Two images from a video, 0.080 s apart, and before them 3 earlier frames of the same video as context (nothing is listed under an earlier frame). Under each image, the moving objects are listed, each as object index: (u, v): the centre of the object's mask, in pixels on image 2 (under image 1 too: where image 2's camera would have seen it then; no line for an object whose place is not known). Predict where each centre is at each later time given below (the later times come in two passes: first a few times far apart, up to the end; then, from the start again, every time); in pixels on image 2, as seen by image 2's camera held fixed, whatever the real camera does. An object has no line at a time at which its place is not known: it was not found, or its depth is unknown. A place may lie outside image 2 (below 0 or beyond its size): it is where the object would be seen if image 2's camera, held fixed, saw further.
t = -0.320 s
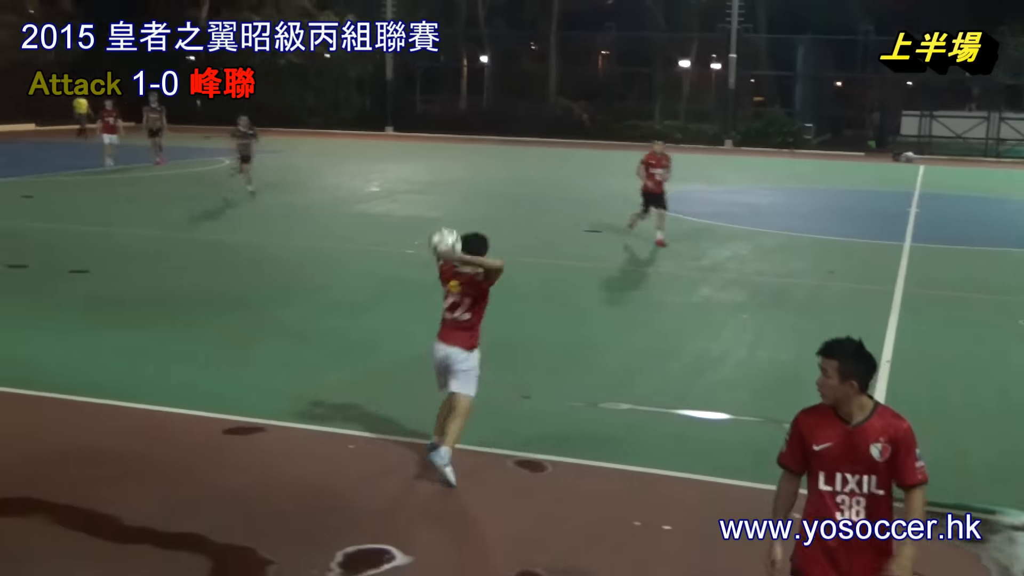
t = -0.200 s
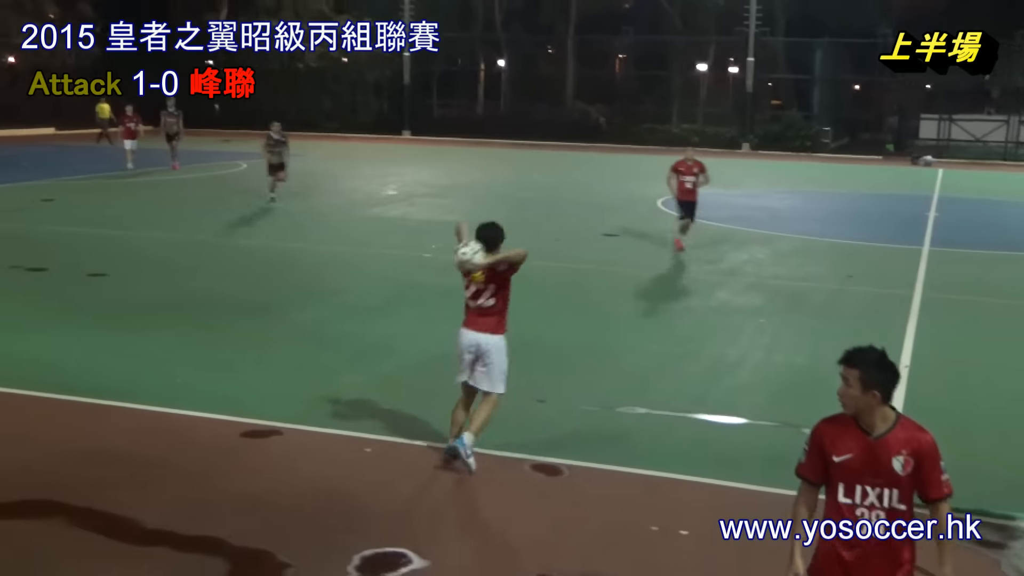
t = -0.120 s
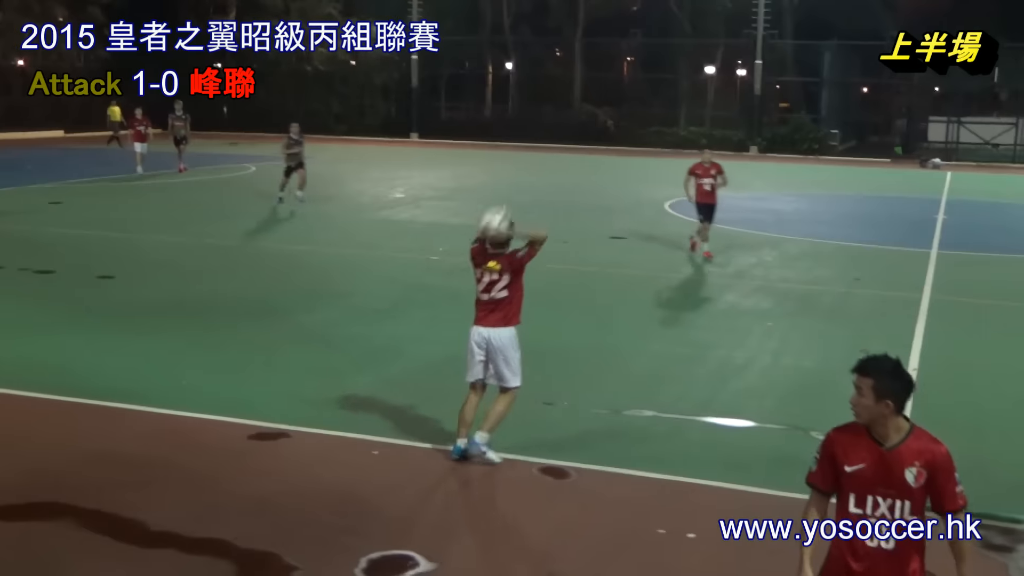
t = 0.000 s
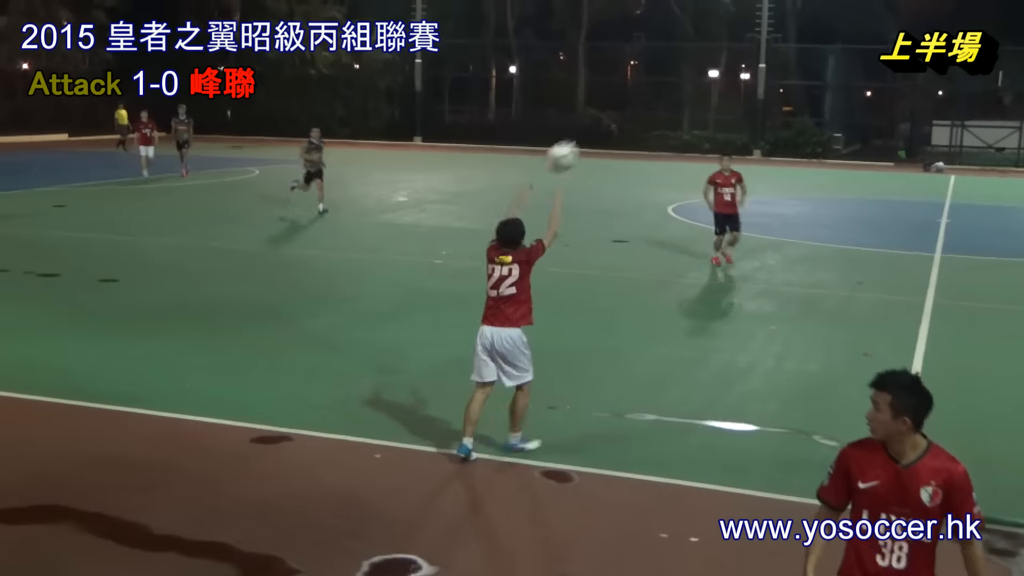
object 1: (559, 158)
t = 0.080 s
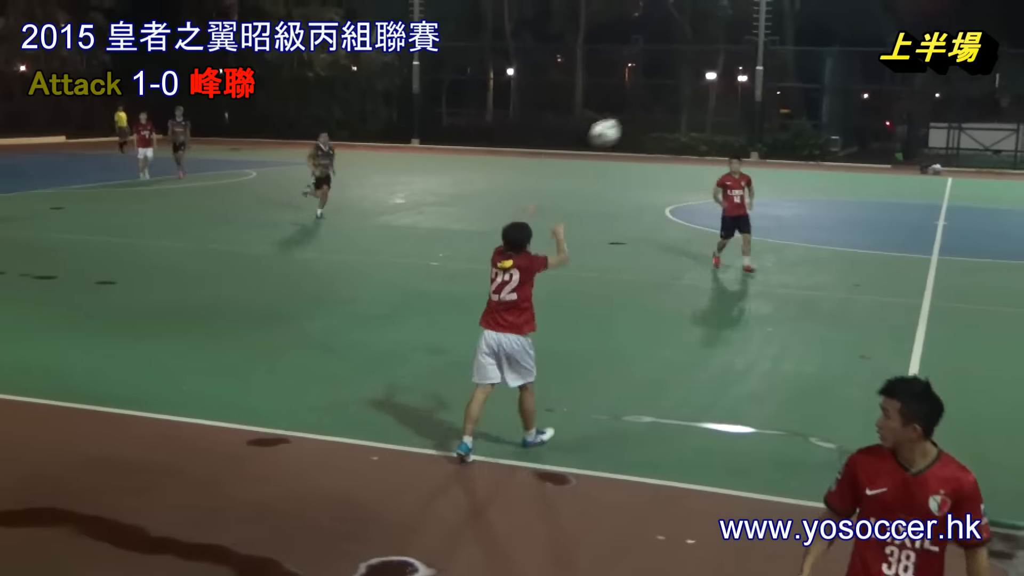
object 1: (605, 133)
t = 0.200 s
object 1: (661, 114)
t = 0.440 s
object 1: (740, 126)
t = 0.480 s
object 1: (750, 133)
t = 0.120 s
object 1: (625, 124)
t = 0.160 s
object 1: (643, 118)
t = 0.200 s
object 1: (661, 114)
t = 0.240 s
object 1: (677, 111)
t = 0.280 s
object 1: (692, 111)
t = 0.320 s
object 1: (705, 113)
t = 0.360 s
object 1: (717, 116)
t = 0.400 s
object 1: (729, 121)
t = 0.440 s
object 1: (740, 126)
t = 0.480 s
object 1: (750, 133)
